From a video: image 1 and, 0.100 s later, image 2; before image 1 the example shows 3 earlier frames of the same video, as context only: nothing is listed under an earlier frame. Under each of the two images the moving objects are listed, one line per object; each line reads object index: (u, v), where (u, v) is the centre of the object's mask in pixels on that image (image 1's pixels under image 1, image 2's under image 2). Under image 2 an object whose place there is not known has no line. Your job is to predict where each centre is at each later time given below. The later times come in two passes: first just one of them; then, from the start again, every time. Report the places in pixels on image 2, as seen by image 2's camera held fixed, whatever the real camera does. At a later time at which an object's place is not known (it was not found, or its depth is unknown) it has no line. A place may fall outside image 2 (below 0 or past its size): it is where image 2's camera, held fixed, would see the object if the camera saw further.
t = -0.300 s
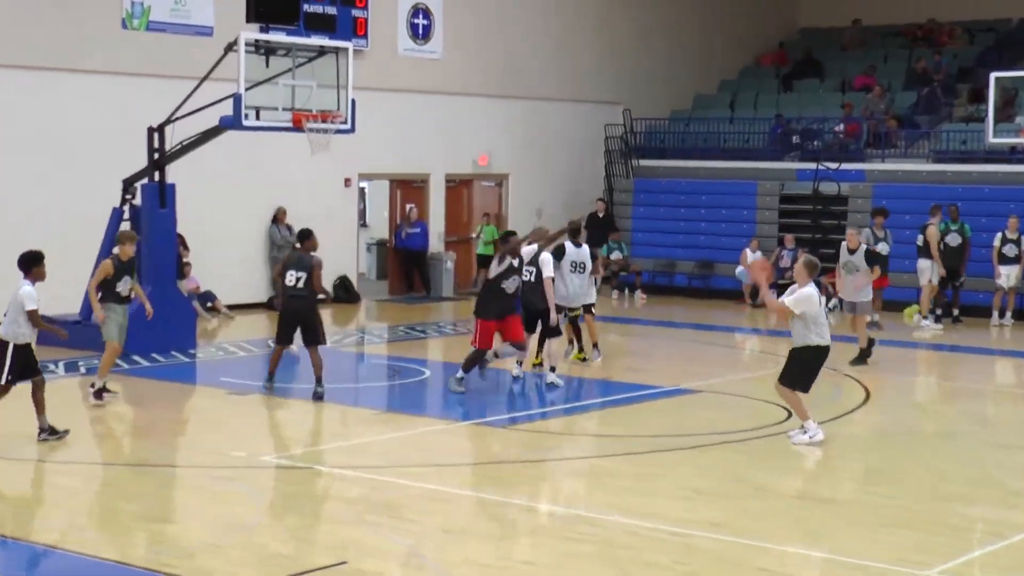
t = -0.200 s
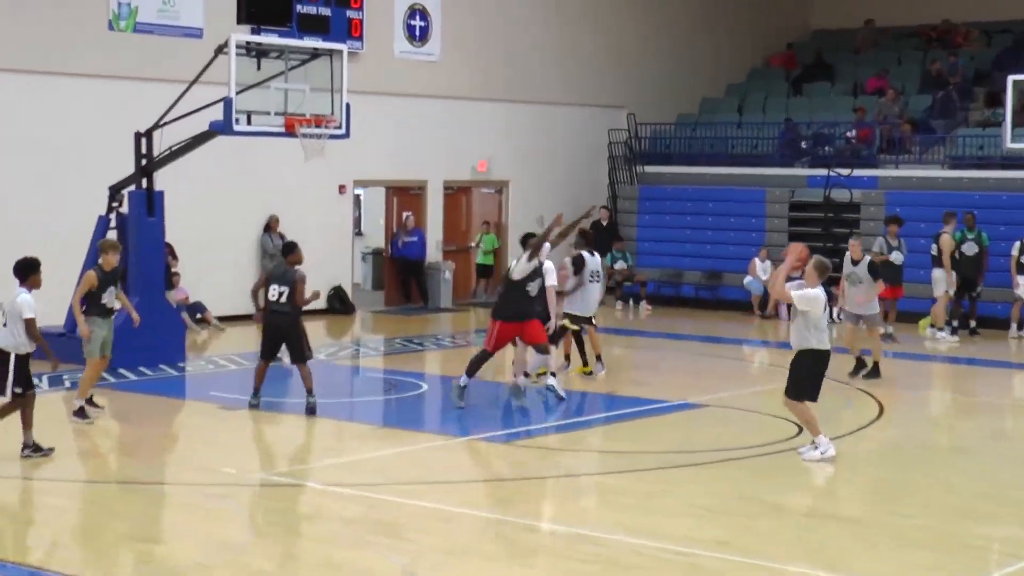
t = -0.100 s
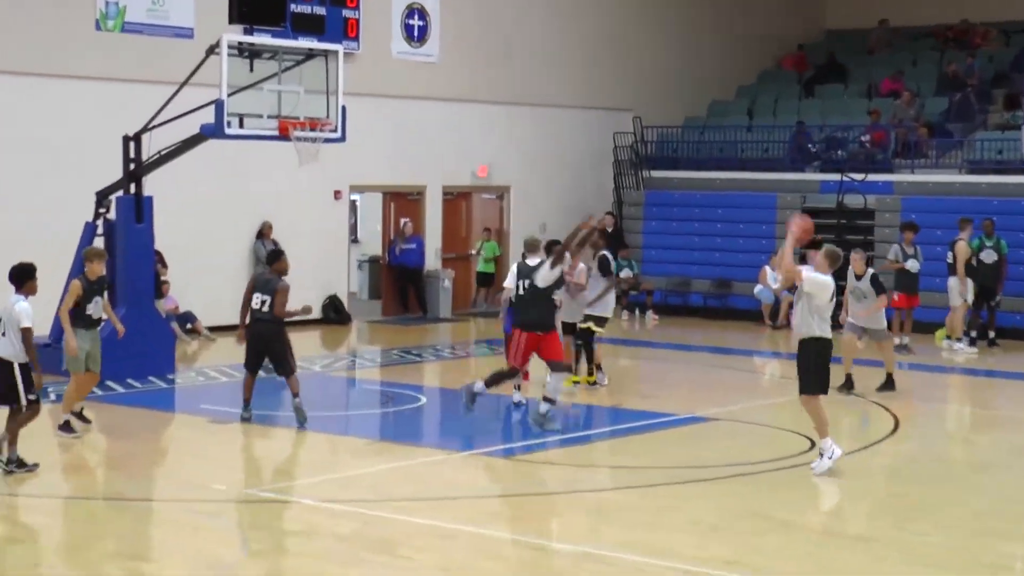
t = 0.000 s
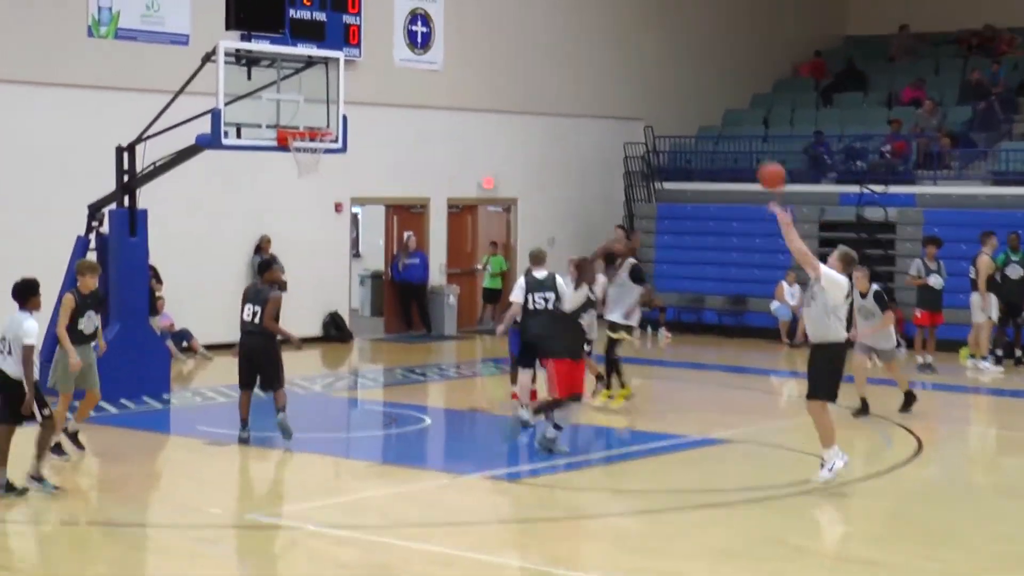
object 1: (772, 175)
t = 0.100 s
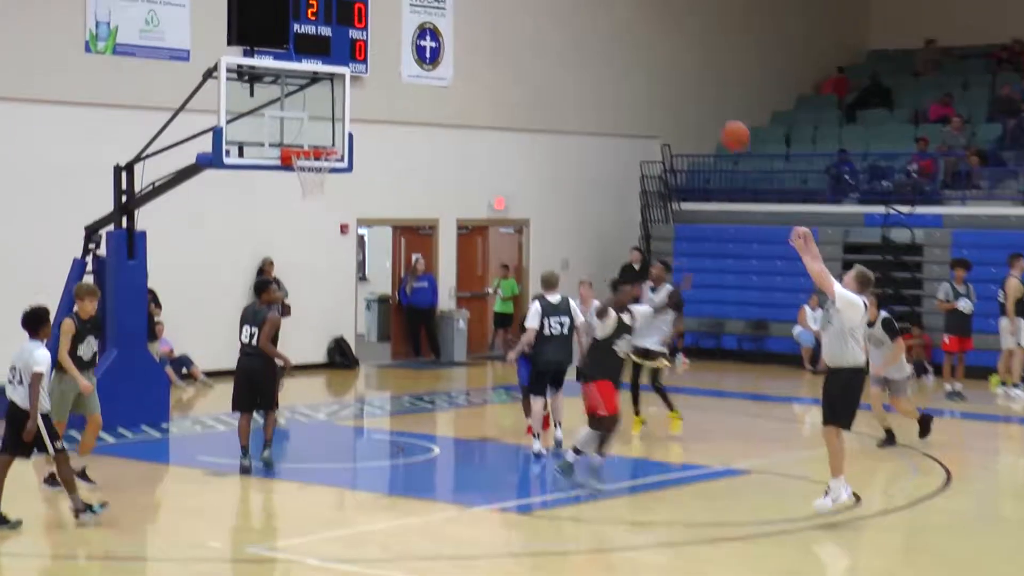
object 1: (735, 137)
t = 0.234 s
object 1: (663, 77)
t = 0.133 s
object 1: (716, 118)
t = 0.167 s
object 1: (698, 103)
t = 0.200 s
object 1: (680, 90)
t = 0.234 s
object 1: (663, 77)
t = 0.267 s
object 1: (644, 67)
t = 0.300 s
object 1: (626, 57)
